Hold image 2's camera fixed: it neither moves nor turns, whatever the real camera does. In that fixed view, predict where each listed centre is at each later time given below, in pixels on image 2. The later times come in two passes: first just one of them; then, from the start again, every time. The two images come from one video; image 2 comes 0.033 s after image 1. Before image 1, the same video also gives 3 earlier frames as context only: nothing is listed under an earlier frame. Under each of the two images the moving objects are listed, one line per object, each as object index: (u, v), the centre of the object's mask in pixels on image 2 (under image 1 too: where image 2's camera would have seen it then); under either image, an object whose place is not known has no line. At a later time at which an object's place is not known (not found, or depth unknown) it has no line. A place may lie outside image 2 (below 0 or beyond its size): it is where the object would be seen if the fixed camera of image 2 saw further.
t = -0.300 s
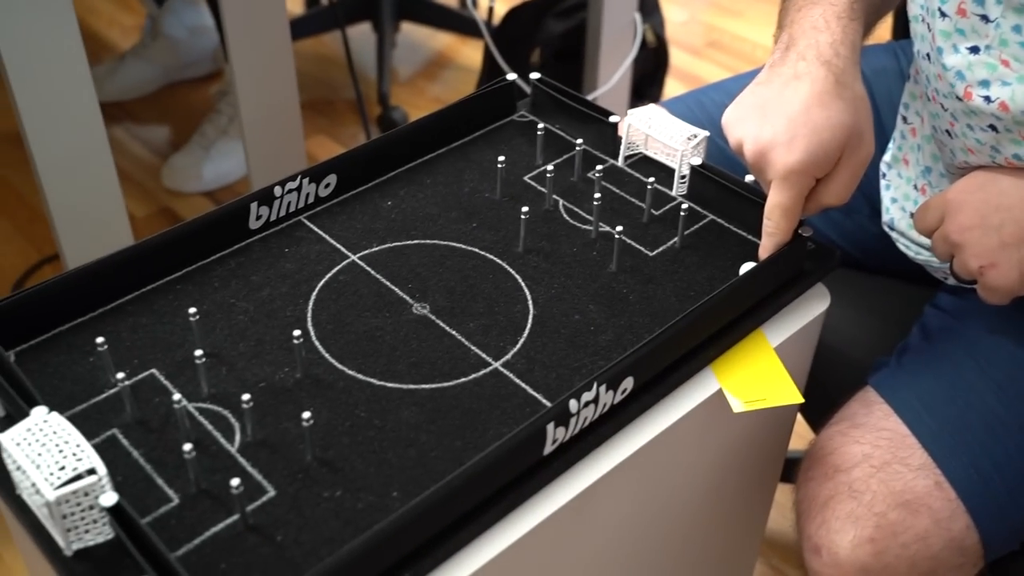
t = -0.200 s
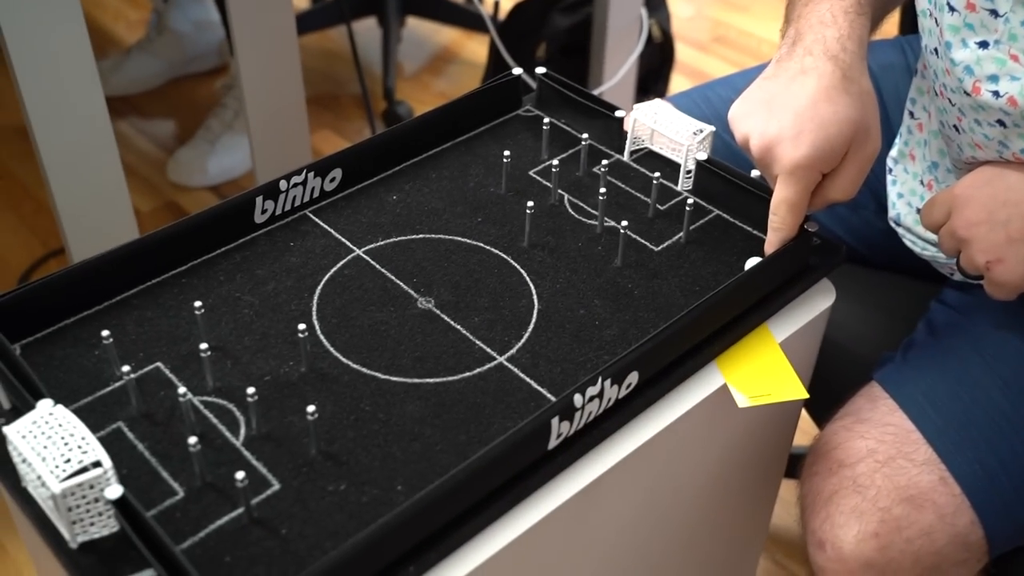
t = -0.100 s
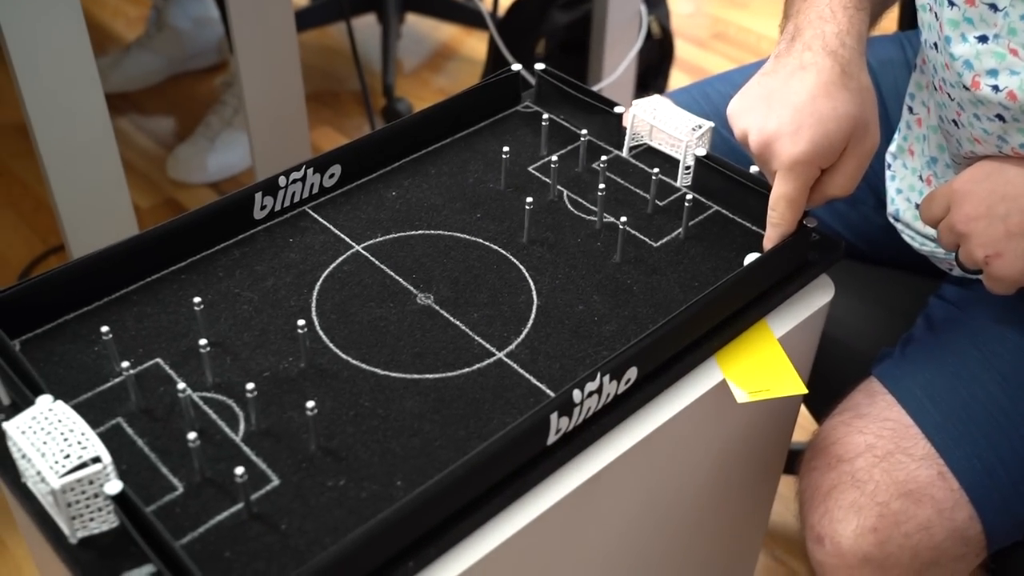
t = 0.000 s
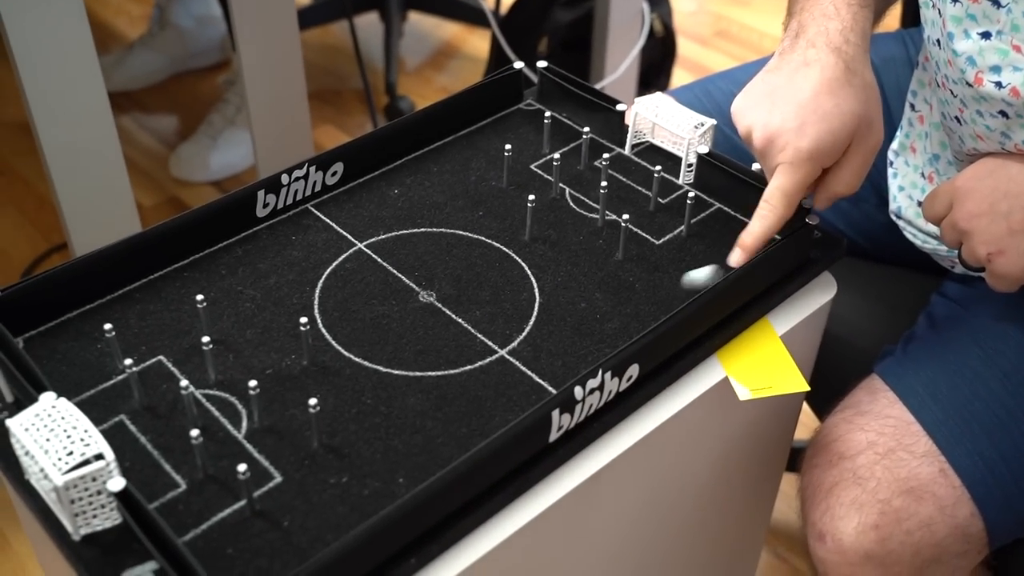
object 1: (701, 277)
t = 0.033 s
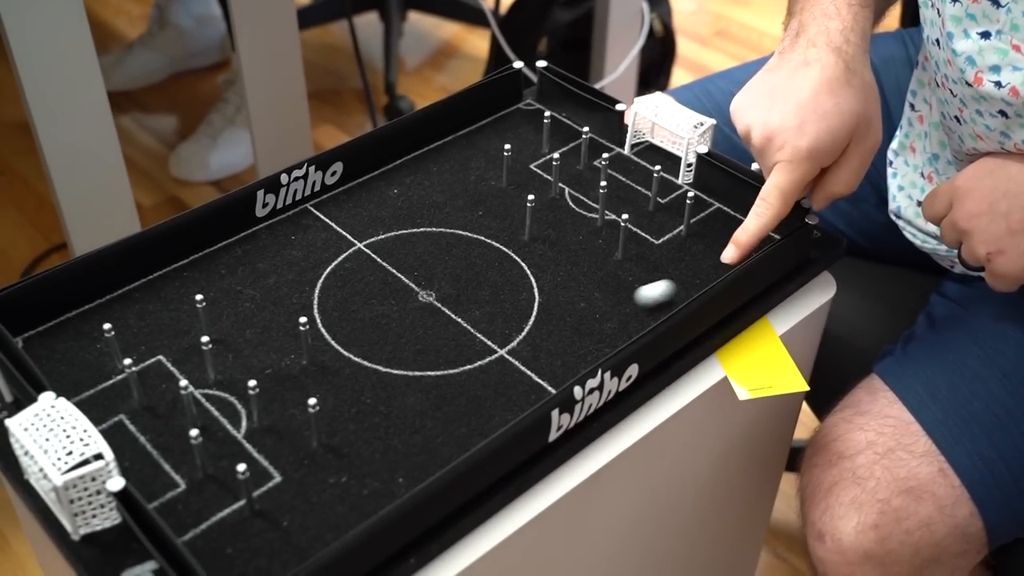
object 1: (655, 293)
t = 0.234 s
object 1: (388, 378)
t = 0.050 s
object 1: (632, 301)
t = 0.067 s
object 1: (610, 308)
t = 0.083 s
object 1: (588, 315)
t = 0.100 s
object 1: (566, 322)
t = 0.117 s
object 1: (545, 330)
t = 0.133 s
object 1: (524, 336)
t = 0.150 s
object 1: (500, 343)
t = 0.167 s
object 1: (478, 349)
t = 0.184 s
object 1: (457, 357)
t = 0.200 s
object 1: (434, 364)
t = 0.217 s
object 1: (411, 371)
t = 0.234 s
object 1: (388, 378)
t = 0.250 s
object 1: (365, 386)
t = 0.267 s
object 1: (342, 393)
